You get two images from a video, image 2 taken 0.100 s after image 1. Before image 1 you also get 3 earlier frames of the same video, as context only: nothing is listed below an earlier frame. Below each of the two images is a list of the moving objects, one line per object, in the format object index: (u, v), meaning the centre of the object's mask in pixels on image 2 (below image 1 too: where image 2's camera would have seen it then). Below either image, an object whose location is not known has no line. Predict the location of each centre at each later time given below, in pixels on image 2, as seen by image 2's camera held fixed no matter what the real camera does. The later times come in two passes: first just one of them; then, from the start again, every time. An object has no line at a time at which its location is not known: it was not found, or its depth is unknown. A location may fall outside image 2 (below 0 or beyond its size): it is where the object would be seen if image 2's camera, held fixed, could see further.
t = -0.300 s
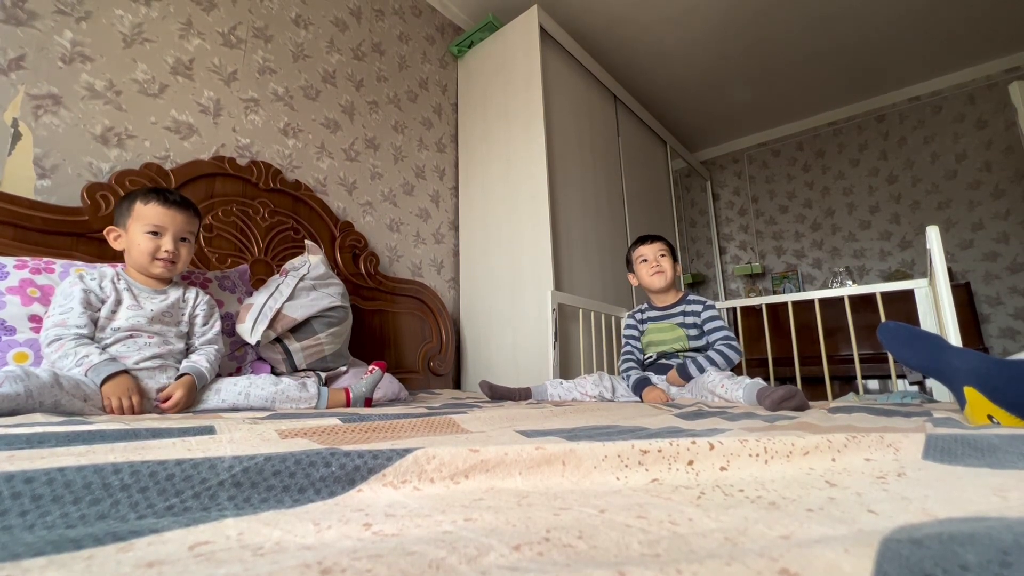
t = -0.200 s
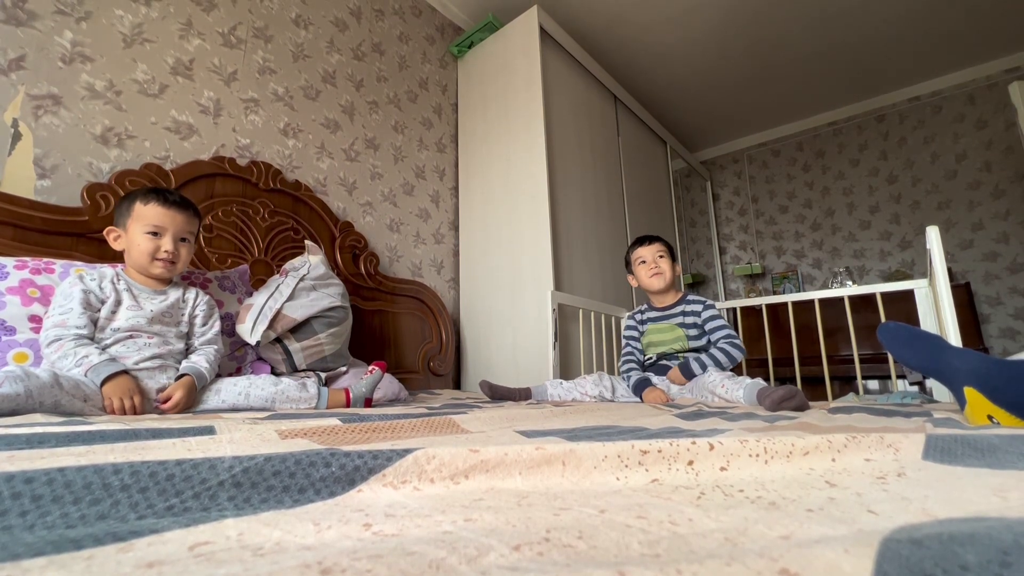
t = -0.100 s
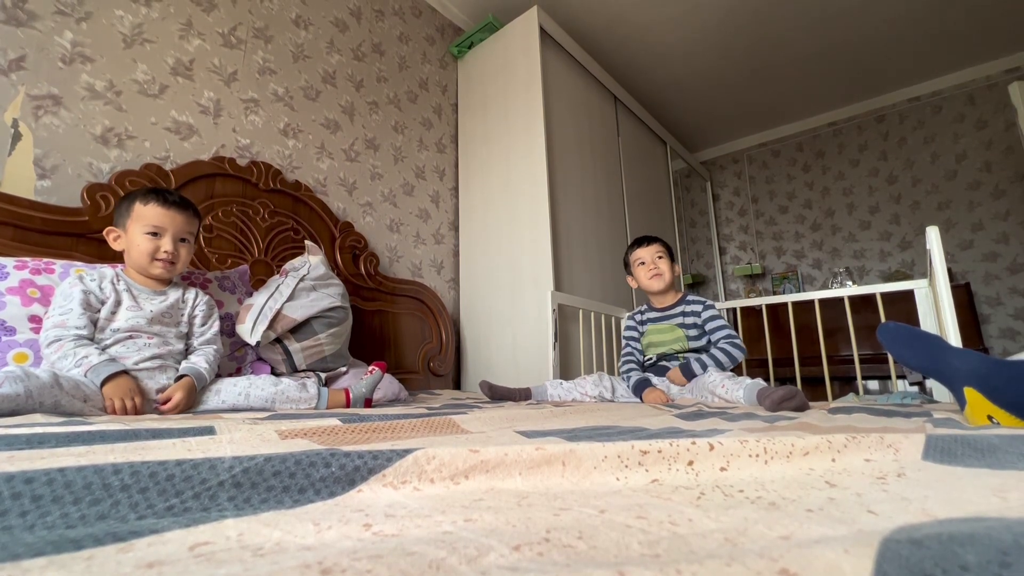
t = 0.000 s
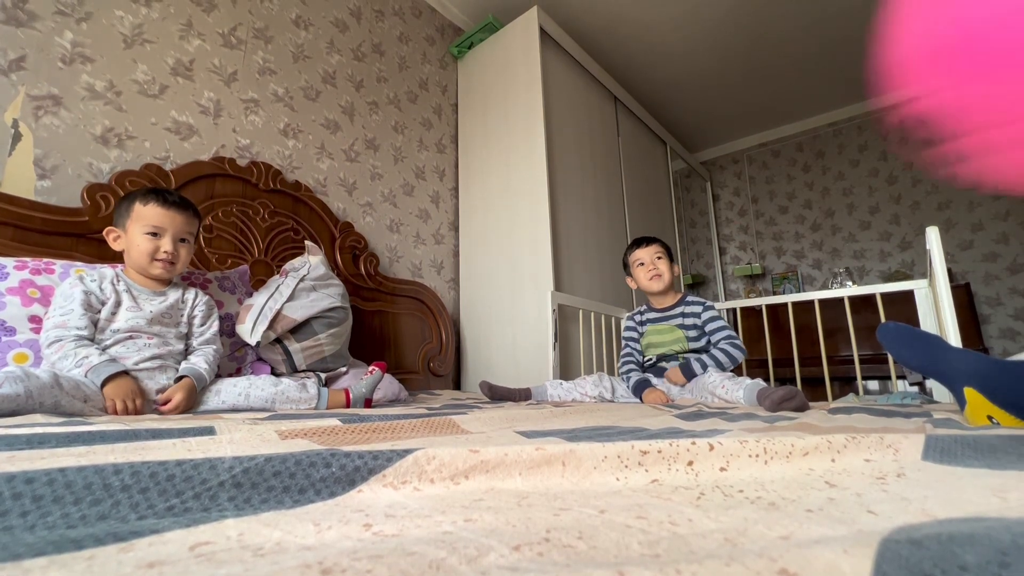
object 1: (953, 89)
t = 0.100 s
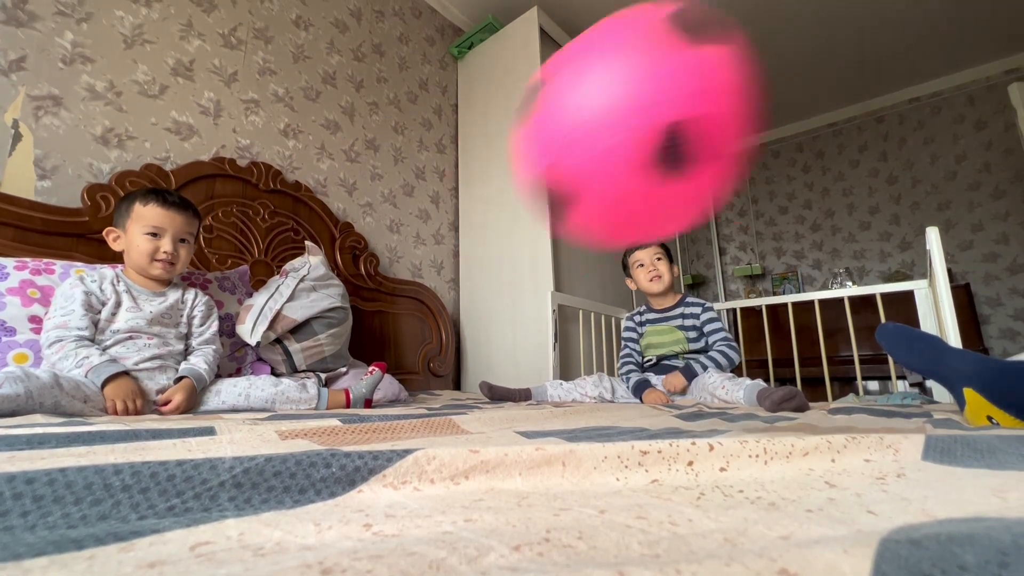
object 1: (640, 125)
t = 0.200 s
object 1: (436, 283)
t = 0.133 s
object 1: (555, 177)
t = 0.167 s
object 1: (488, 230)
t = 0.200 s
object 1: (436, 283)
